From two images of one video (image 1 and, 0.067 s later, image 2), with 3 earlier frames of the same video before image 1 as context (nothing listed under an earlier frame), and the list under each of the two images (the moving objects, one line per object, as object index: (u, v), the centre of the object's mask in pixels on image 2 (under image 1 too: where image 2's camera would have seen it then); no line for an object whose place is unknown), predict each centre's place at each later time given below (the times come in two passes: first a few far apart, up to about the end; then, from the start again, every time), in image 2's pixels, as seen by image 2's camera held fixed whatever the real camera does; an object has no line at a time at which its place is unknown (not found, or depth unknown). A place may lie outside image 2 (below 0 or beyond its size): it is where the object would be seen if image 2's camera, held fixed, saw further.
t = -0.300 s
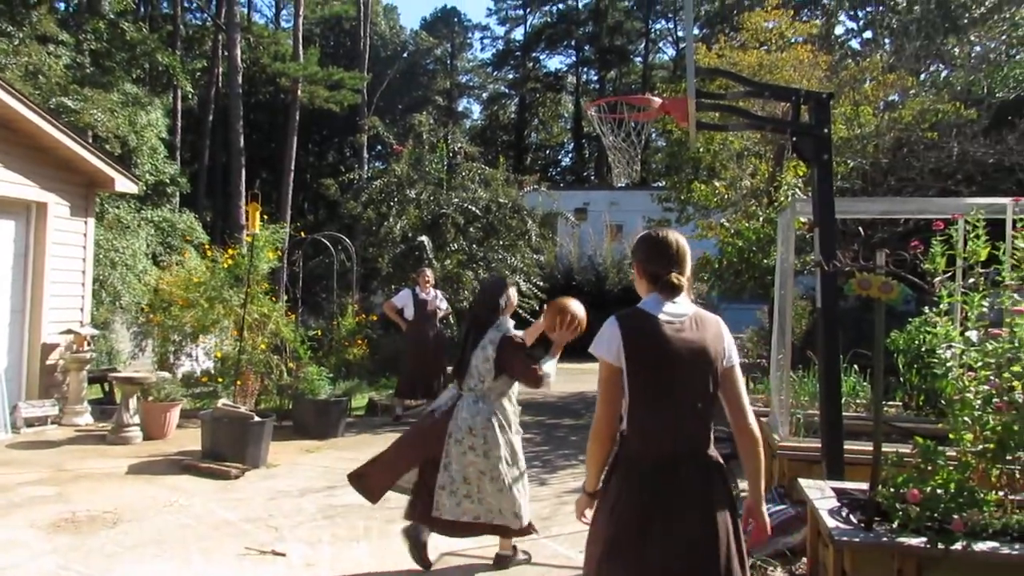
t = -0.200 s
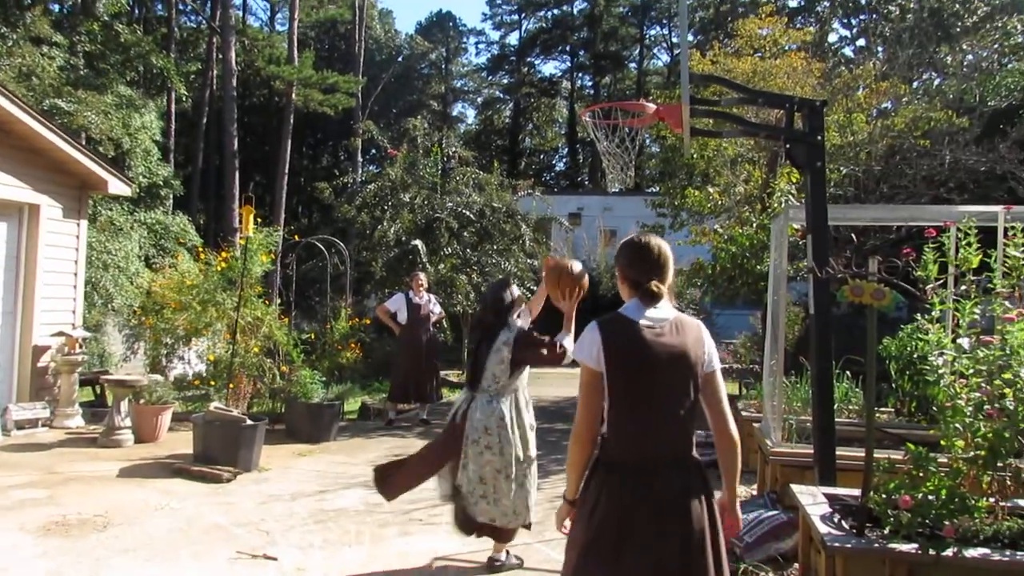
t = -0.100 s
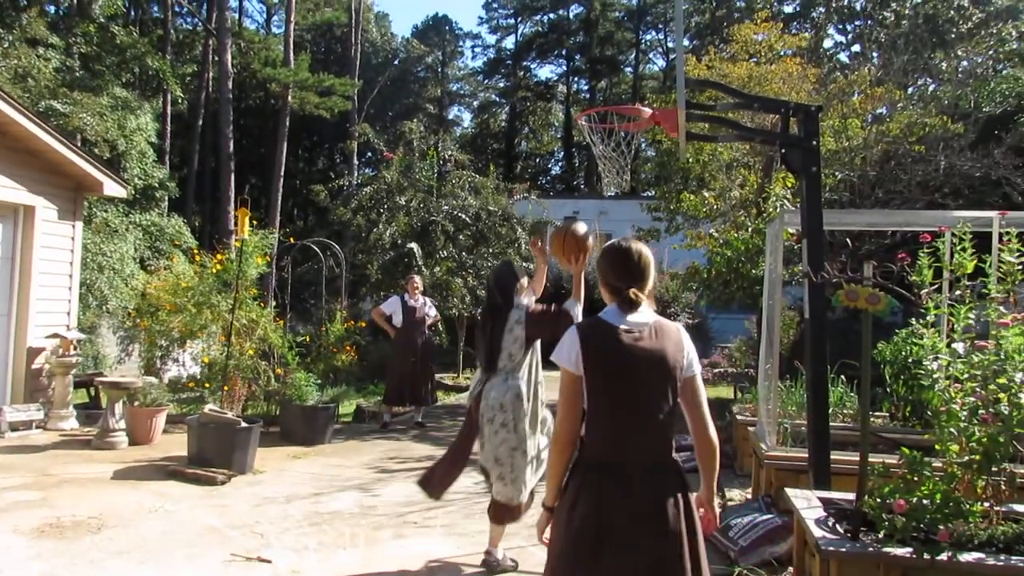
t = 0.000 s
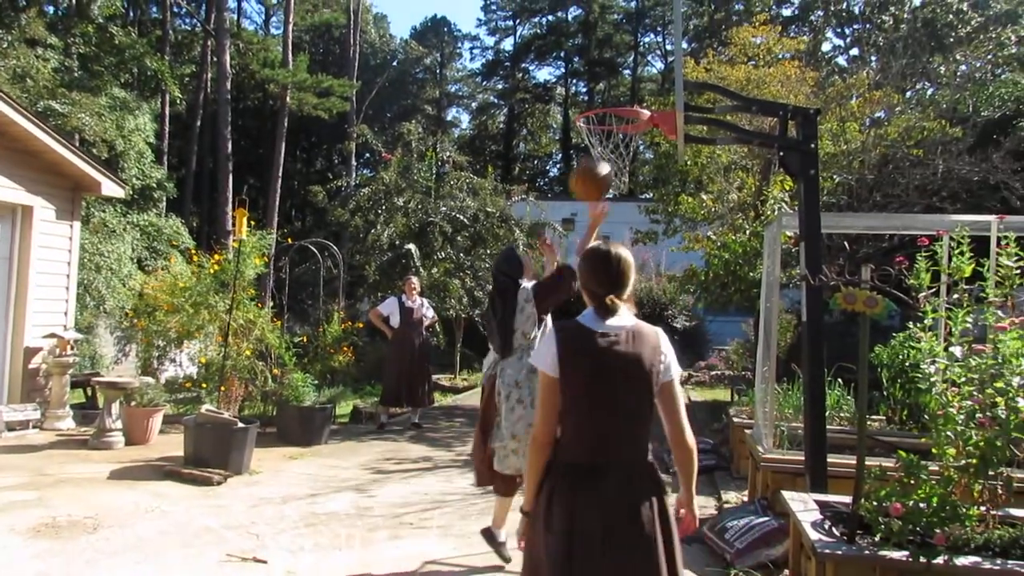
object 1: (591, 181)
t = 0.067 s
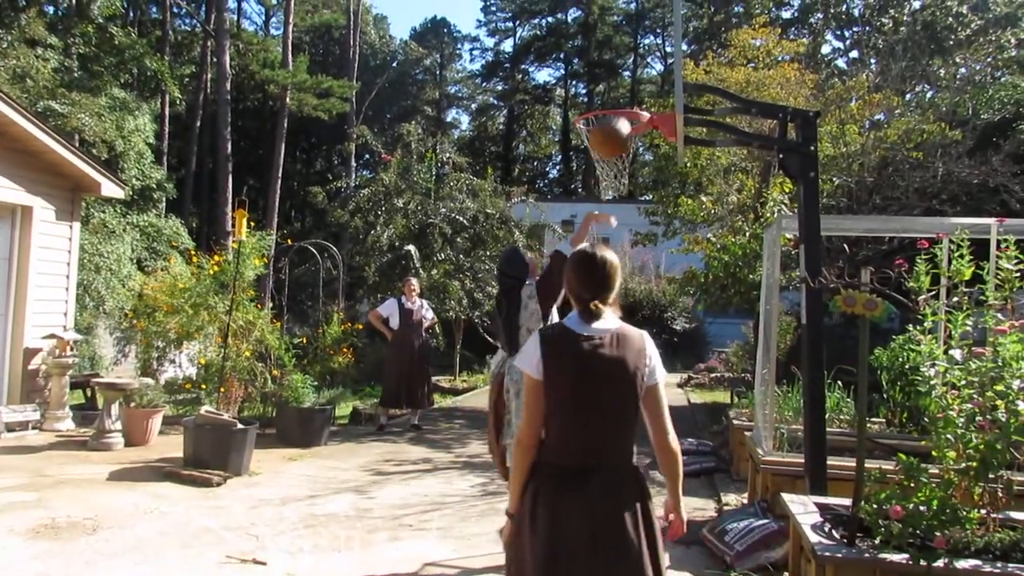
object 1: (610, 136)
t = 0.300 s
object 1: (645, 62)
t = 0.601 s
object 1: (598, 129)
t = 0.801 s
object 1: (616, 170)
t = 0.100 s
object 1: (620, 118)
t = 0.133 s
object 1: (630, 103)
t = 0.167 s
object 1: (639, 88)
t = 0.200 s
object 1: (648, 75)
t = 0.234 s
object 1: (655, 65)
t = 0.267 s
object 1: (650, 63)
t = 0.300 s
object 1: (645, 62)
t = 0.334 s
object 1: (638, 63)
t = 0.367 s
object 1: (632, 66)
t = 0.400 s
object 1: (627, 69)
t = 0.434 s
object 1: (621, 76)
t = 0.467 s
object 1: (615, 84)
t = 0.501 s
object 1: (609, 93)
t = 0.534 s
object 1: (603, 100)
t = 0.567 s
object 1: (598, 117)
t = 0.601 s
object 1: (598, 129)
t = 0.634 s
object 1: (601, 142)
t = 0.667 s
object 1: (603, 154)
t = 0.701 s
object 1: (606, 161)
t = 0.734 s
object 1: (609, 165)
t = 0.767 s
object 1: (613, 168)
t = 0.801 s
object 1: (616, 170)
